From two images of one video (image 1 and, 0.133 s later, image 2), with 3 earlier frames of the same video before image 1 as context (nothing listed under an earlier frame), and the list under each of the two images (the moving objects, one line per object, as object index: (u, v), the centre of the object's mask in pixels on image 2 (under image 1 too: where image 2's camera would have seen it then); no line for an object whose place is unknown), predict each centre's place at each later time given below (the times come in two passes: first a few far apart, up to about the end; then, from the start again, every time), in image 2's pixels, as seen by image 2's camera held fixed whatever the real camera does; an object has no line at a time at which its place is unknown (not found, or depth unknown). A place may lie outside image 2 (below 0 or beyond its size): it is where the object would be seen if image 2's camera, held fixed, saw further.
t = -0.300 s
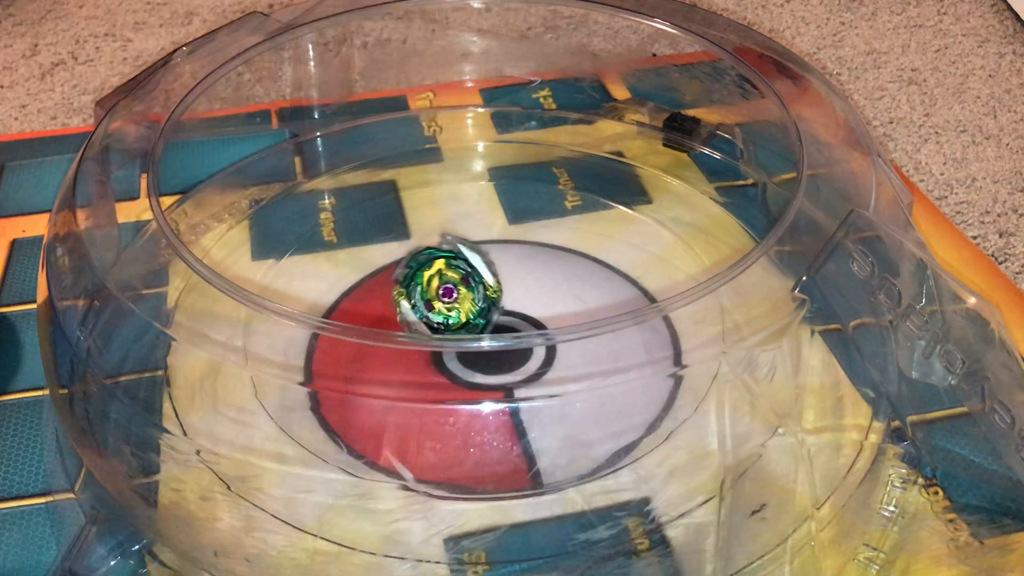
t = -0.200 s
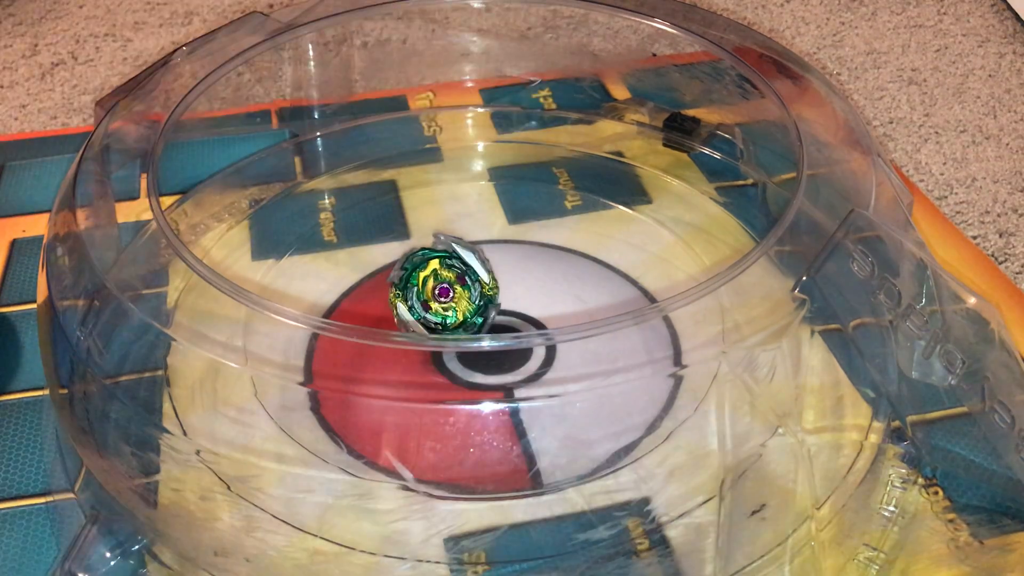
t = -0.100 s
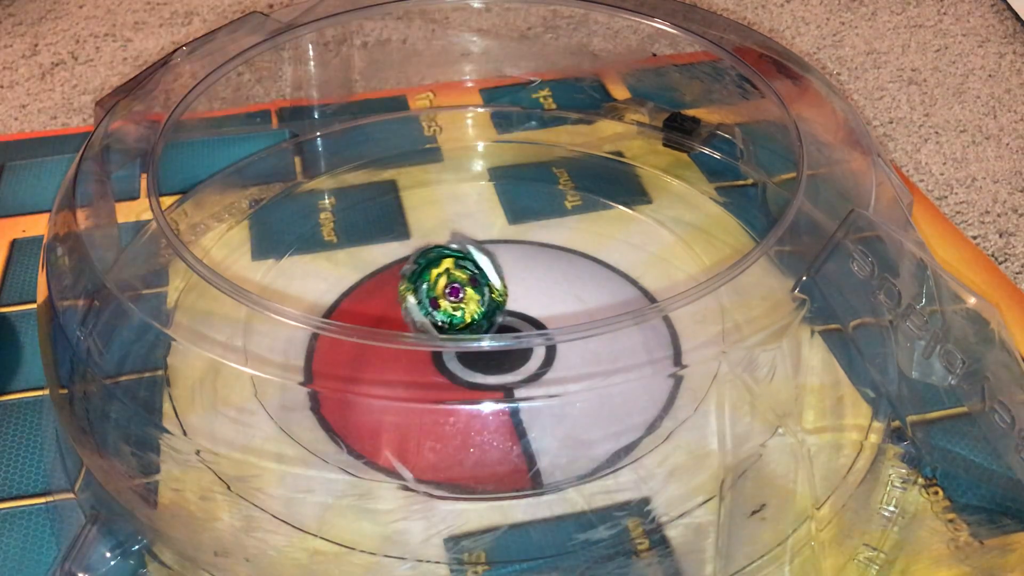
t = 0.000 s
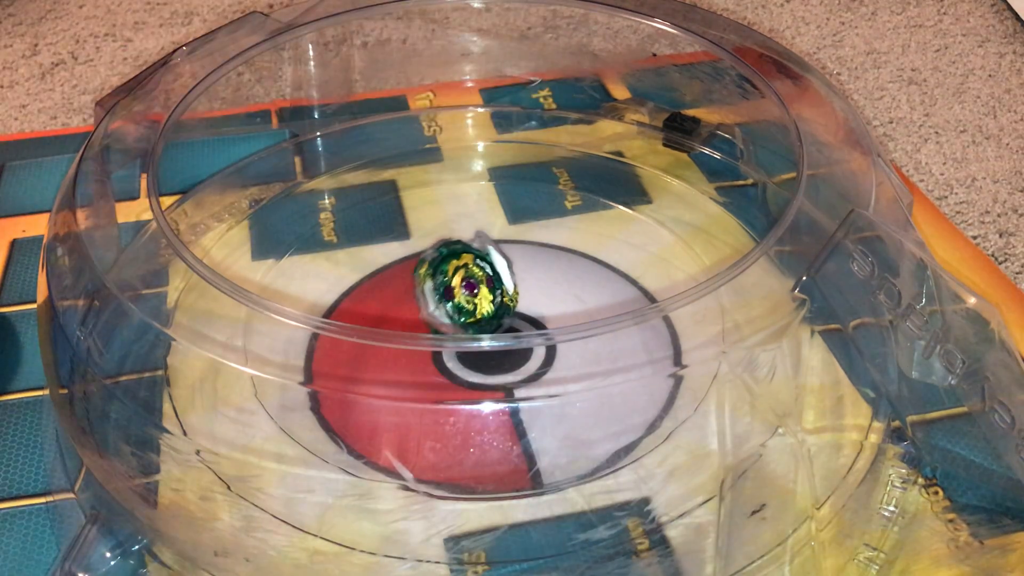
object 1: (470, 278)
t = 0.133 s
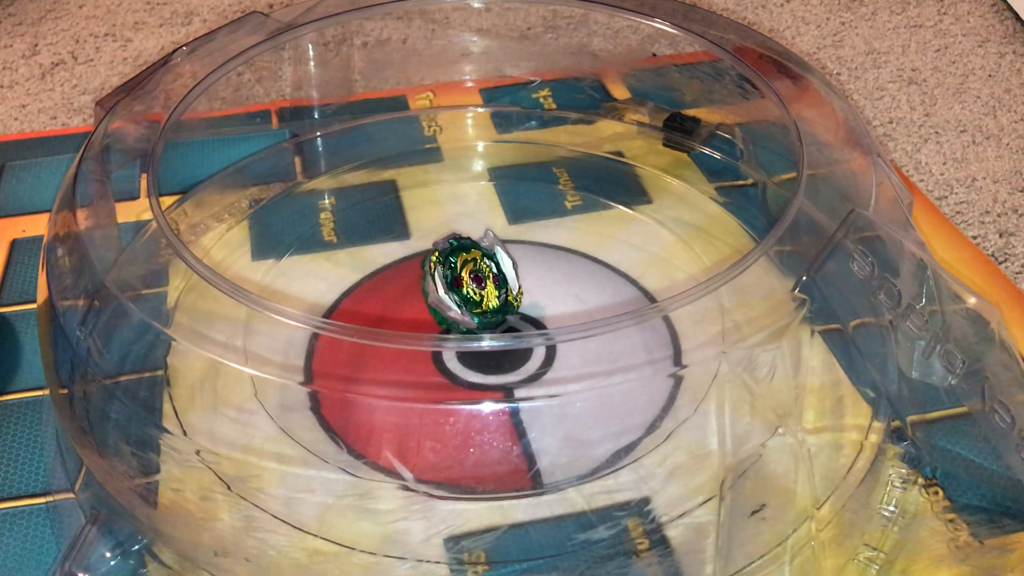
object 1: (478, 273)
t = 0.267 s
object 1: (470, 279)
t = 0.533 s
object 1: (451, 284)
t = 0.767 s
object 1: (473, 277)
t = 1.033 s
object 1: (472, 278)
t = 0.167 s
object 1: (478, 274)
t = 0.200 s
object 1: (476, 276)
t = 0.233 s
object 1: (474, 277)
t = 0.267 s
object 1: (470, 279)
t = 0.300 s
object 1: (466, 280)
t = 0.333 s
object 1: (462, 282)
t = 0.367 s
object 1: (458, 283)
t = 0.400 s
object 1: (454, 283)
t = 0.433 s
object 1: (452, 283)
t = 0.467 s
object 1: (450, 284)
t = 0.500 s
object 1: (450, 284)
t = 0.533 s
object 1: (451, 284)
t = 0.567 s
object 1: (454, 283)
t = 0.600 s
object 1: (457, 283)
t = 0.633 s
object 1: (461, 282)
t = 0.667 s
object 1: (465, 281)
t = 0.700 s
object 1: (469, 280)
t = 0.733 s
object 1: (471, 278)
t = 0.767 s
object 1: (473, 277)
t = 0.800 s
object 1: (475, 276)
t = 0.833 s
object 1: (475, 276)
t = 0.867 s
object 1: (476, 276)
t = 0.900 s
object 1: (476, 276)
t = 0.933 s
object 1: (475, 276)
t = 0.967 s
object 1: (475, 277)
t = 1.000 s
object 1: (474, 277)
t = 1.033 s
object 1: (472, 278)
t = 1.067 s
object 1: (470, 279)
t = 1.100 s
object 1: (467, 281)
